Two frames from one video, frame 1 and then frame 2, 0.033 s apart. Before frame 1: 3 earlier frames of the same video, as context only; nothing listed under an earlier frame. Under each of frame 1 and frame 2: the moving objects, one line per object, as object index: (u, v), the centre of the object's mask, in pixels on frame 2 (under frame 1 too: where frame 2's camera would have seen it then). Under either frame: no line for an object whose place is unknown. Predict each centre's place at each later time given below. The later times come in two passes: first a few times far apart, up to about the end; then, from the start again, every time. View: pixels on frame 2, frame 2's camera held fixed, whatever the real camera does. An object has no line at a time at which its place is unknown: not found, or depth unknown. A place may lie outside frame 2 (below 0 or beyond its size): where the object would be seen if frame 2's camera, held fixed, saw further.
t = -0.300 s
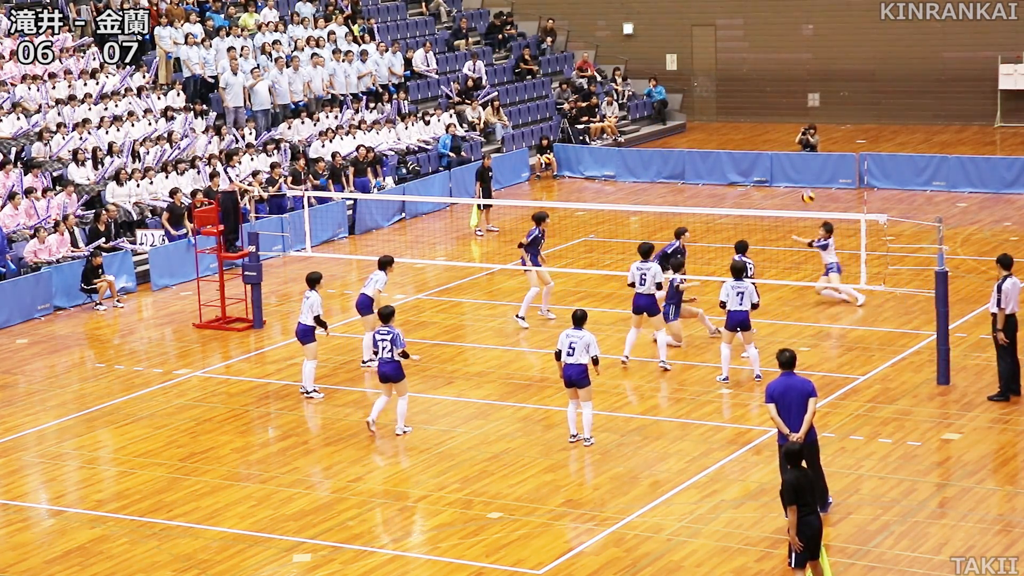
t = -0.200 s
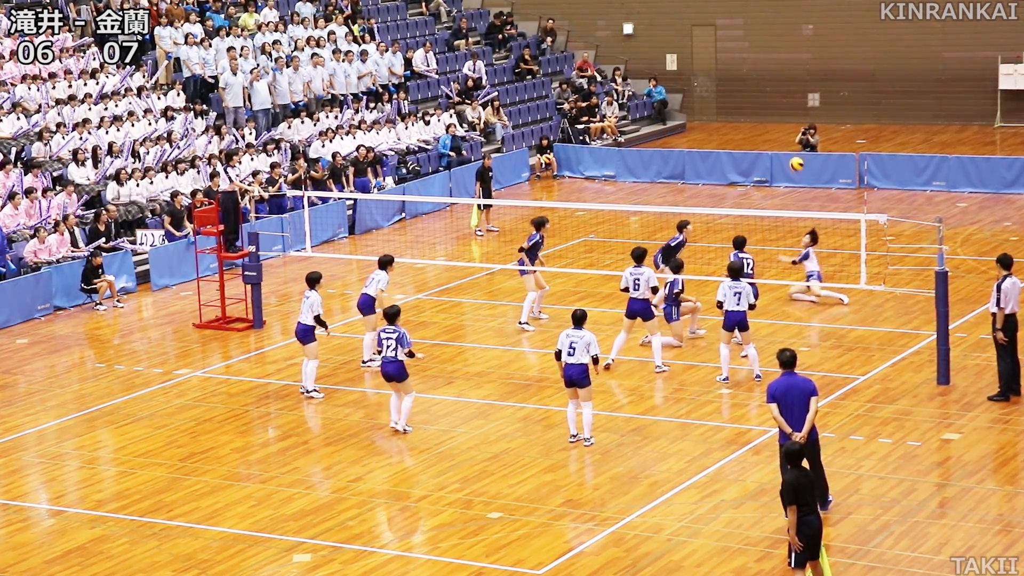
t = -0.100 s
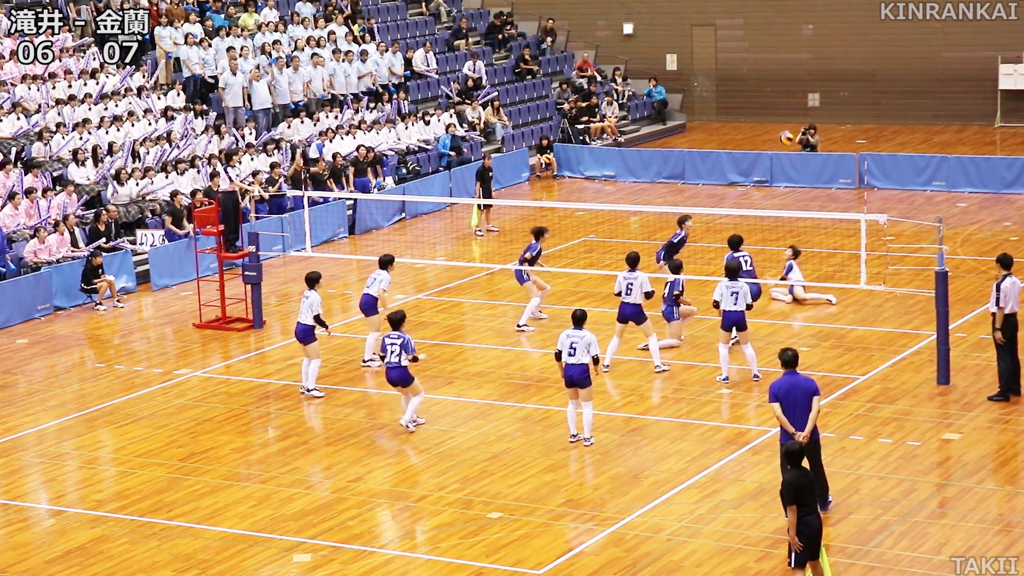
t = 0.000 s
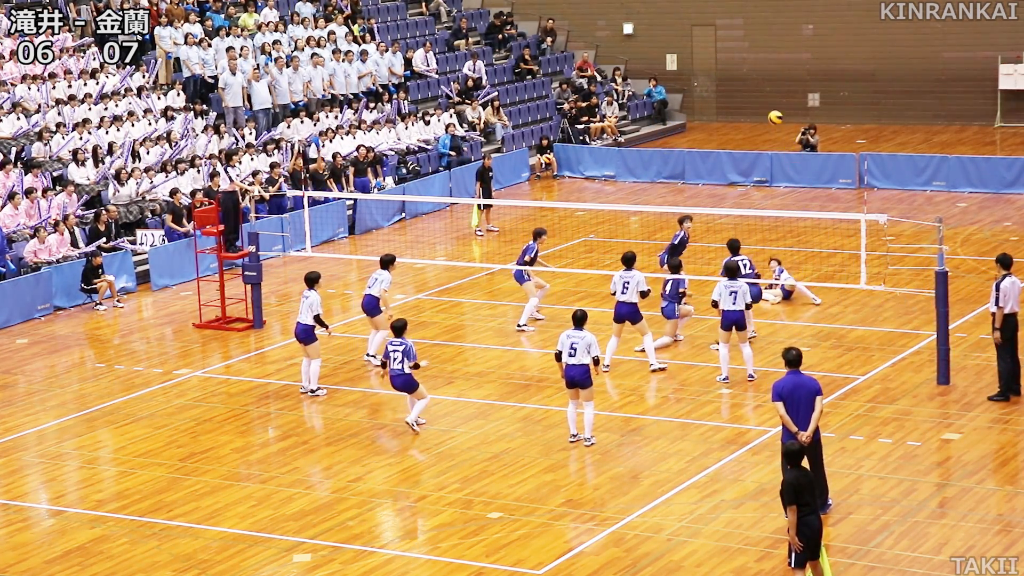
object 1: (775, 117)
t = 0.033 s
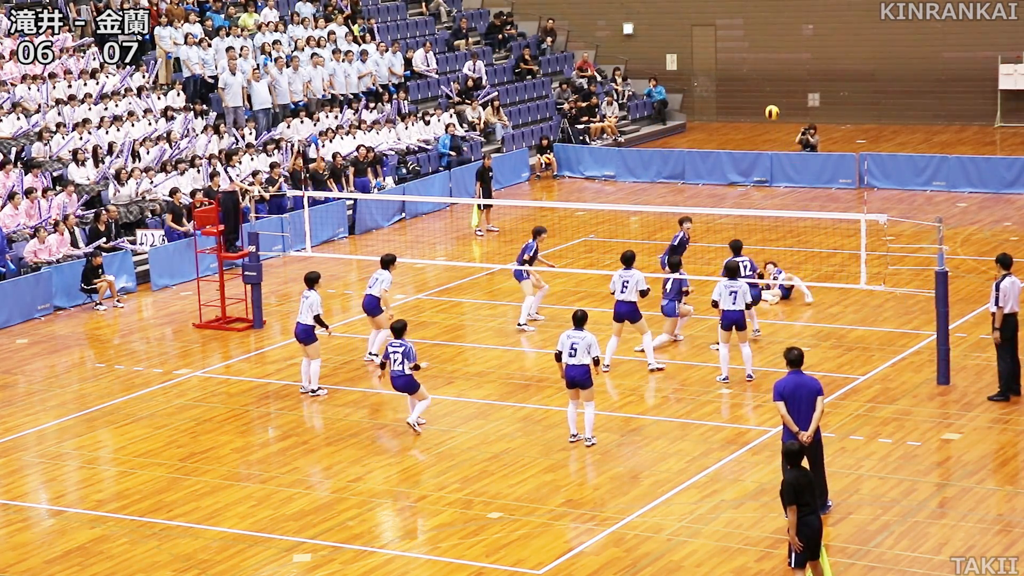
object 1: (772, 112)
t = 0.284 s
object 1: (747, 94)
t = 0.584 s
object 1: (717, 124)
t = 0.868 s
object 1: (691, 203)
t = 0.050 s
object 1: (770, 110)
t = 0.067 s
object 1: (769, 108)
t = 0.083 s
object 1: (767, 105)
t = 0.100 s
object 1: (765, 103)
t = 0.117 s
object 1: (763, 102)
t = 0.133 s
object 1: (761, 100)
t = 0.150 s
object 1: (759, 99)
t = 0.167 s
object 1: (758, 97)
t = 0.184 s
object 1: (756, 96)
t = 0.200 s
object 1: (754, 96)
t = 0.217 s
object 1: (753, 95)
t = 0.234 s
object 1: (752, 94)
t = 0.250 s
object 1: (750, 94)
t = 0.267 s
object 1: (748, 94)
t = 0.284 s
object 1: (747, 94)
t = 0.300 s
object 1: (745, 94)
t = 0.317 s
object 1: (743, 95)
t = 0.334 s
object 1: (741, 95)
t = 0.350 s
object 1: (740, 96)
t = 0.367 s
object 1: (738, 96)
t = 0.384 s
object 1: (736, 97)
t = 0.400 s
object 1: (735, 98)
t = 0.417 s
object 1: (733, 100)
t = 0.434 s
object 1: (732, 102)
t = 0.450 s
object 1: (730, 104)
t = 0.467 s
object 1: (729, 106)
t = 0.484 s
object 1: (728, 108)
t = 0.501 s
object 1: (726, 110)
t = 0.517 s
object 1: (724, 113)
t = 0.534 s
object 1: (722, 115)
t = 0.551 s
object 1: (720, 119)
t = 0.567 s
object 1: (719, 121)
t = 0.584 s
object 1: (717, 124)
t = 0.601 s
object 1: (716, 128)
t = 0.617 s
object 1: (714, 131)
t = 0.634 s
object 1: (713, 135)
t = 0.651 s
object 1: (711, 139)
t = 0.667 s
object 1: (710, 143)
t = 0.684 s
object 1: (708, 147)
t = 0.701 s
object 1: (707, 152)
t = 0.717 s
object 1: (706, 157)
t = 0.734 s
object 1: (704, 162)
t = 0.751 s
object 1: (702, 167)
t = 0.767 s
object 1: (700, 172)
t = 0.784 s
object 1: (699, 177)
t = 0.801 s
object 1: (697, 182)
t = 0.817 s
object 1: (696, 188)
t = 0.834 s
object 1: (694, 194)
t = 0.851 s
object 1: (693, 200)
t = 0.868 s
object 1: (691, 203)
